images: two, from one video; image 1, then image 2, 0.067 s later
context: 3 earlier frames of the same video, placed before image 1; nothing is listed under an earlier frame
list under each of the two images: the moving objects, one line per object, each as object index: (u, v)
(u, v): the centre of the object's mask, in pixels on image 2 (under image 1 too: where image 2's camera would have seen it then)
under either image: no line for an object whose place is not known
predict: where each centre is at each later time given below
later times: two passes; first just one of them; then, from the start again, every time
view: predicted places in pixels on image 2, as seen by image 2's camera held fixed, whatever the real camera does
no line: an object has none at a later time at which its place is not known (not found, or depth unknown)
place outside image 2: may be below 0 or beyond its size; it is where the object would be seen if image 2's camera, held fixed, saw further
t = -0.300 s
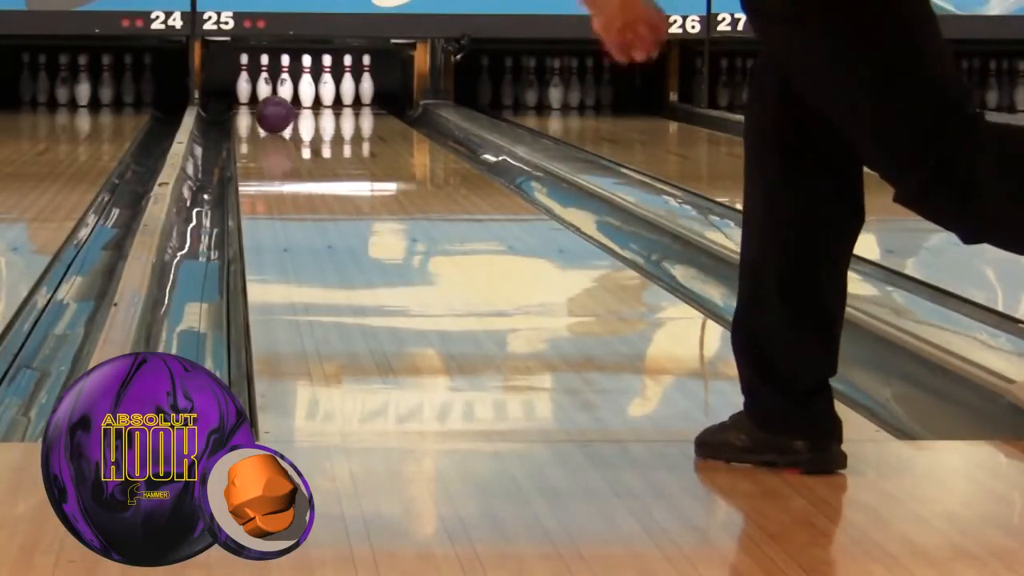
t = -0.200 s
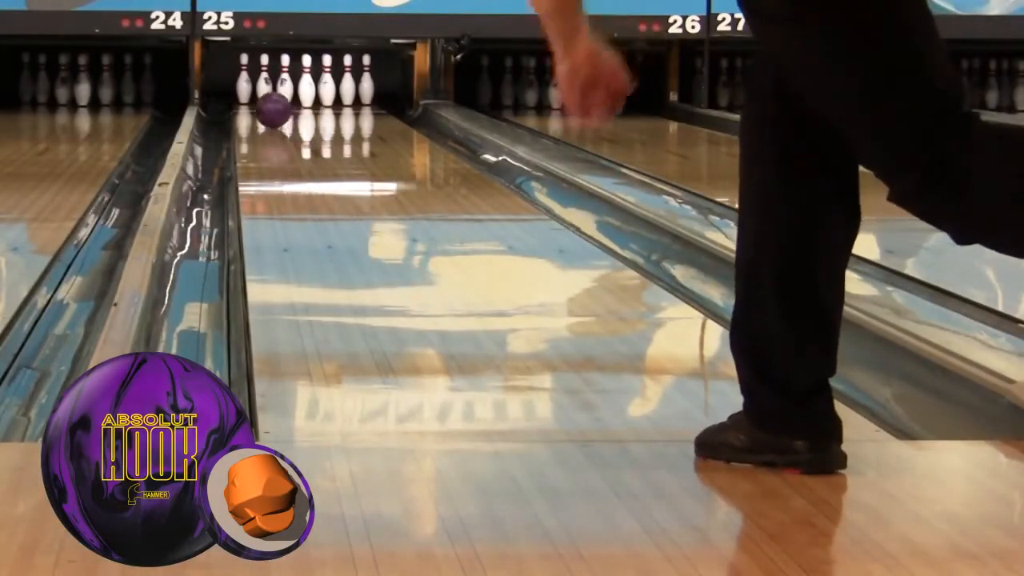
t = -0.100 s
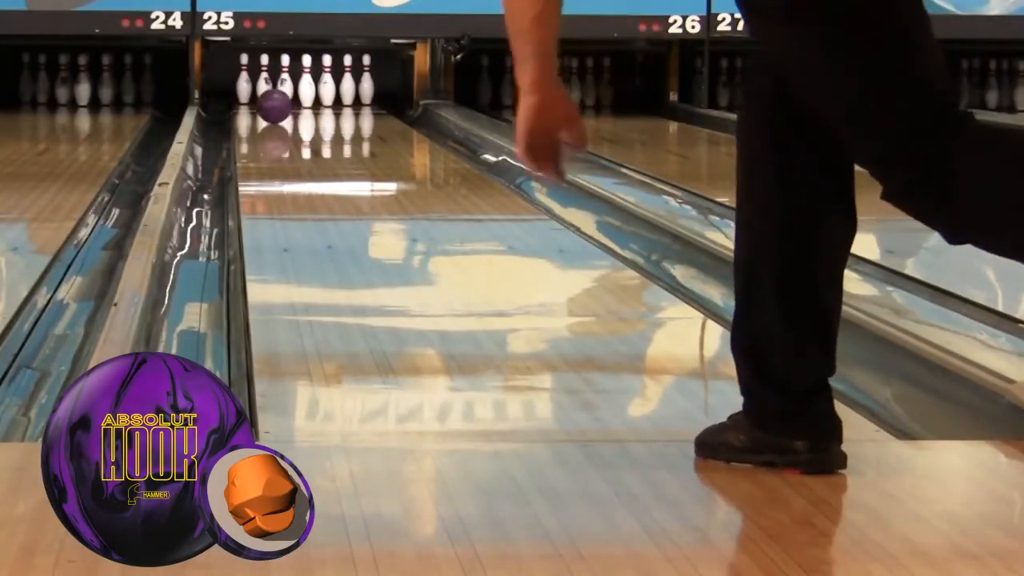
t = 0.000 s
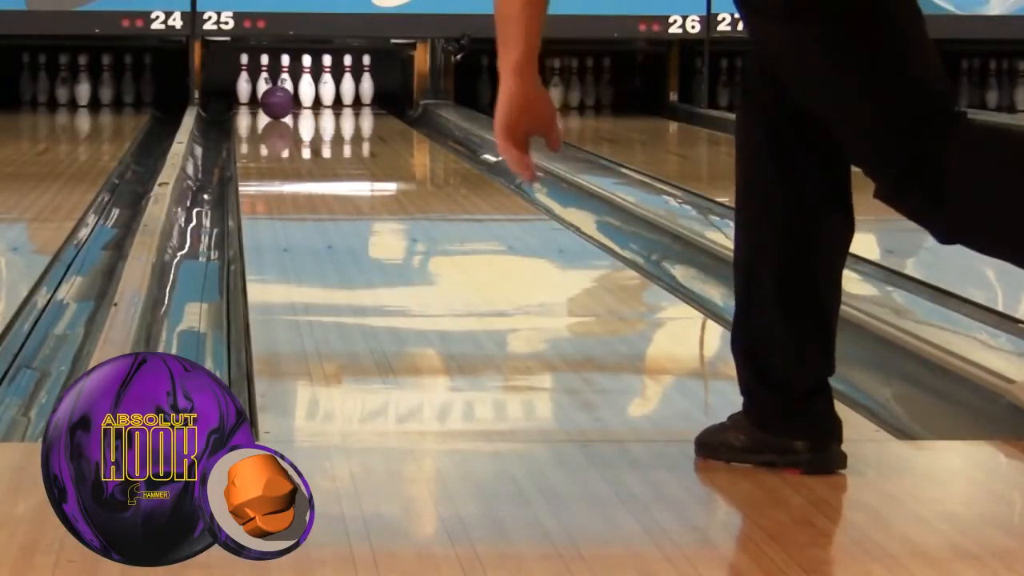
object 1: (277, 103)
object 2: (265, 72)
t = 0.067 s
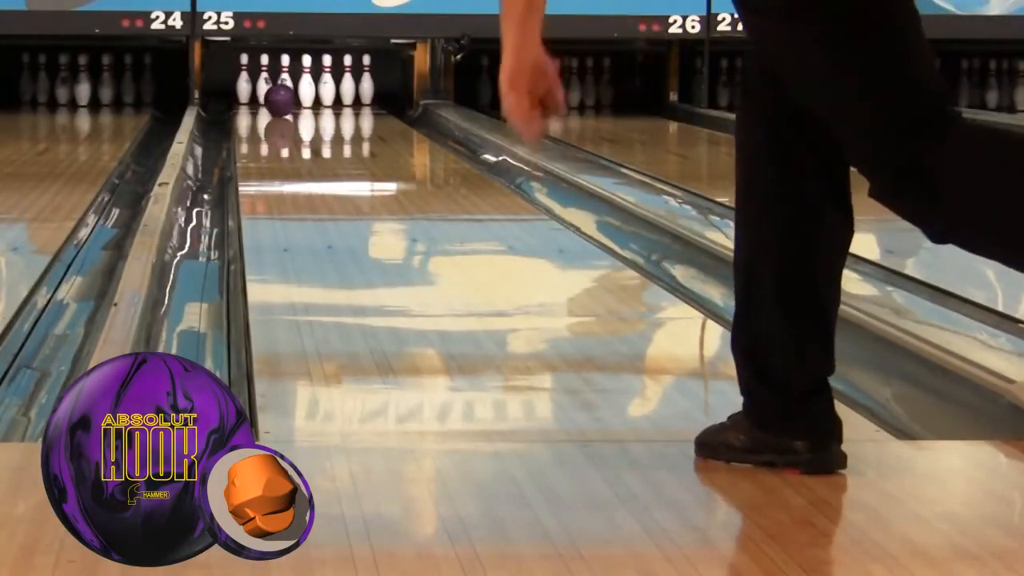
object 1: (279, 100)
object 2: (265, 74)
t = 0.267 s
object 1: (294, 95)
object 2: (266, 79)
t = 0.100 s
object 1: (281, 99)
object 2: (265, 76)
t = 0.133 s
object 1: (283, 98)
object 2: (265, 78)
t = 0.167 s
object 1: (285, 98)
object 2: (266, 79)
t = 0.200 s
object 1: (288, 96)
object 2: (266, 79)
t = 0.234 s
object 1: (291, 95)
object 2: (266, 79)
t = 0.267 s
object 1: (294, 95)
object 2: (266, 79)
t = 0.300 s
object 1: (298, 94)
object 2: (266, 80)
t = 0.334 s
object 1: (300, 94)
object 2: (266, 79)
